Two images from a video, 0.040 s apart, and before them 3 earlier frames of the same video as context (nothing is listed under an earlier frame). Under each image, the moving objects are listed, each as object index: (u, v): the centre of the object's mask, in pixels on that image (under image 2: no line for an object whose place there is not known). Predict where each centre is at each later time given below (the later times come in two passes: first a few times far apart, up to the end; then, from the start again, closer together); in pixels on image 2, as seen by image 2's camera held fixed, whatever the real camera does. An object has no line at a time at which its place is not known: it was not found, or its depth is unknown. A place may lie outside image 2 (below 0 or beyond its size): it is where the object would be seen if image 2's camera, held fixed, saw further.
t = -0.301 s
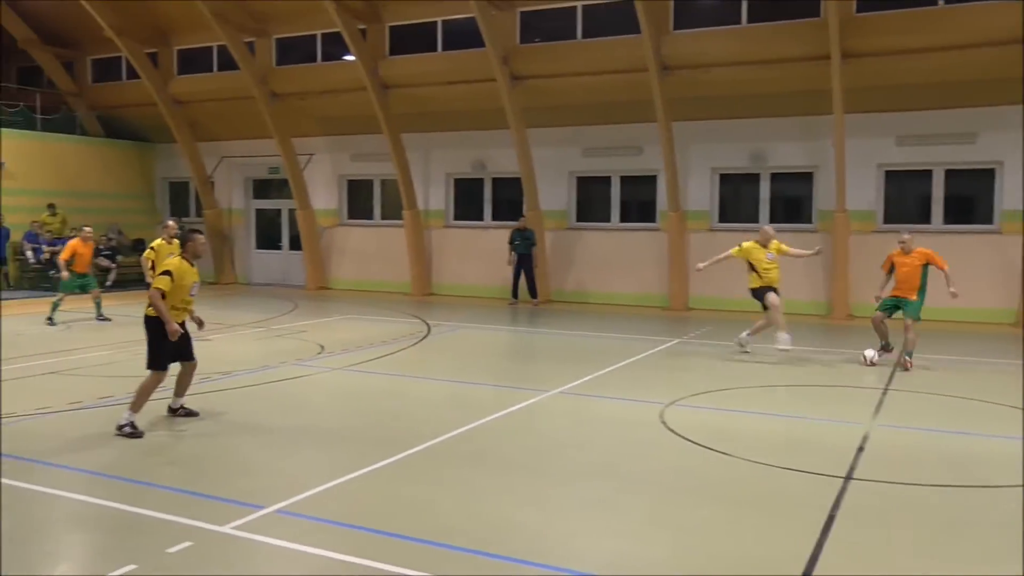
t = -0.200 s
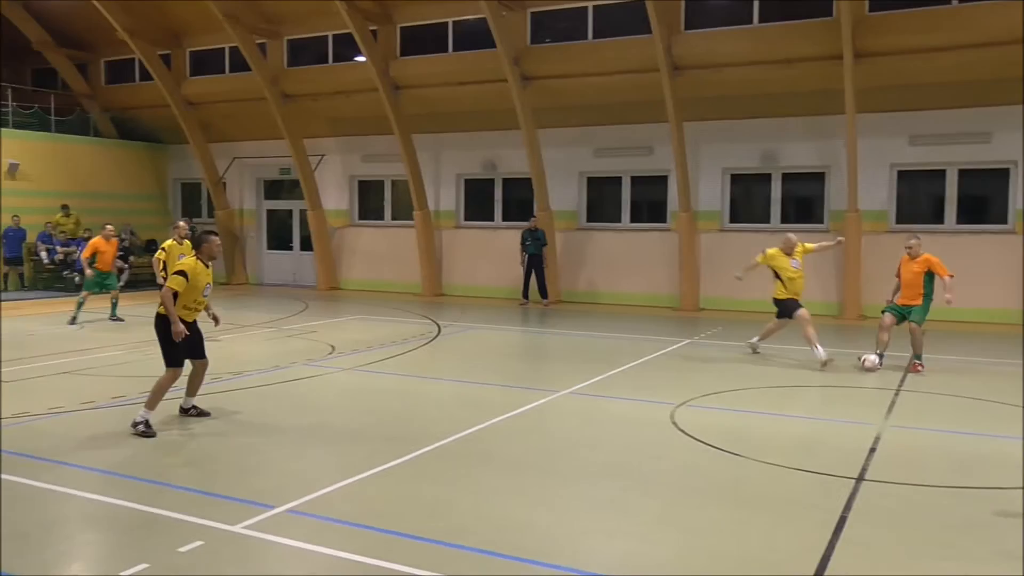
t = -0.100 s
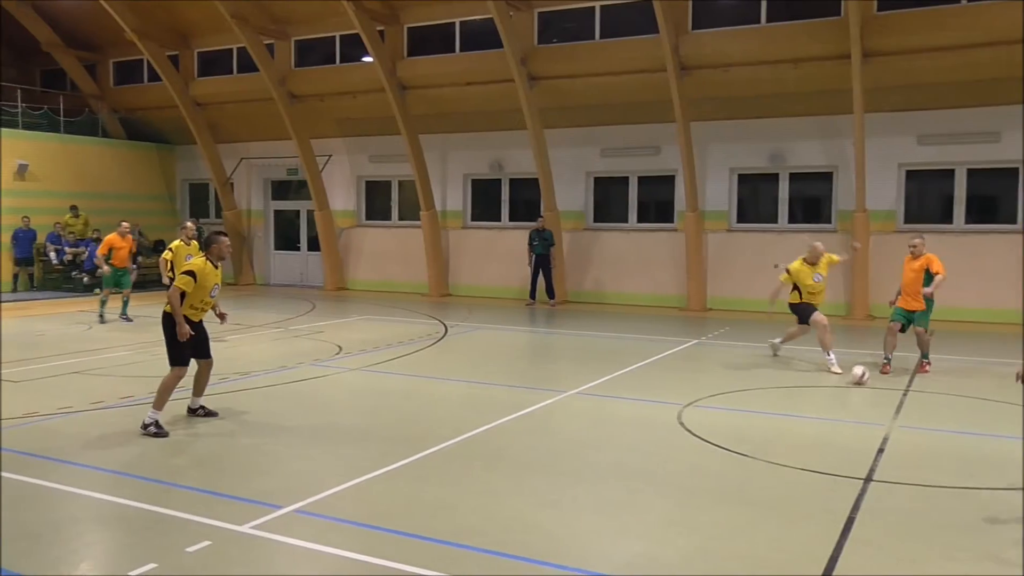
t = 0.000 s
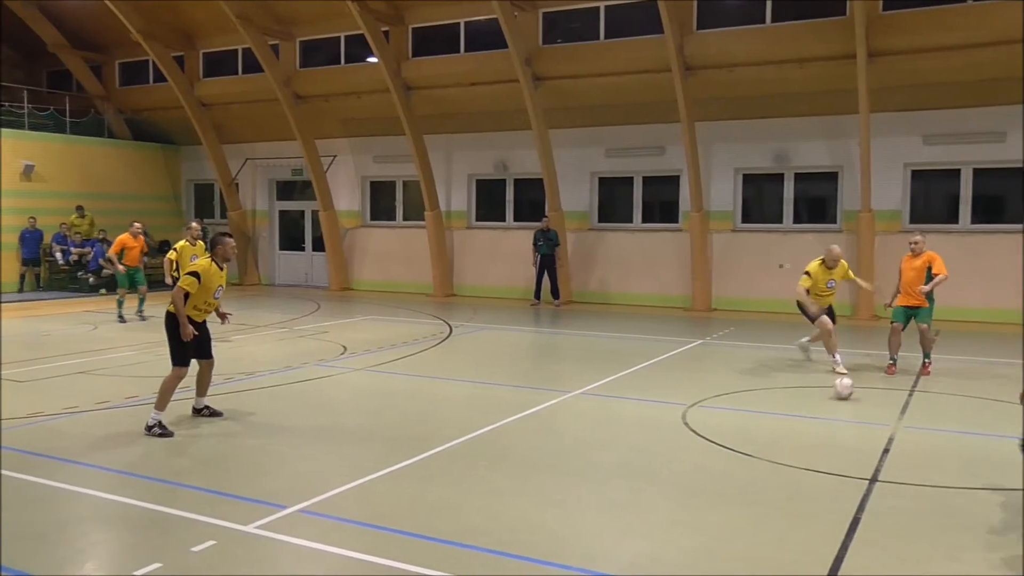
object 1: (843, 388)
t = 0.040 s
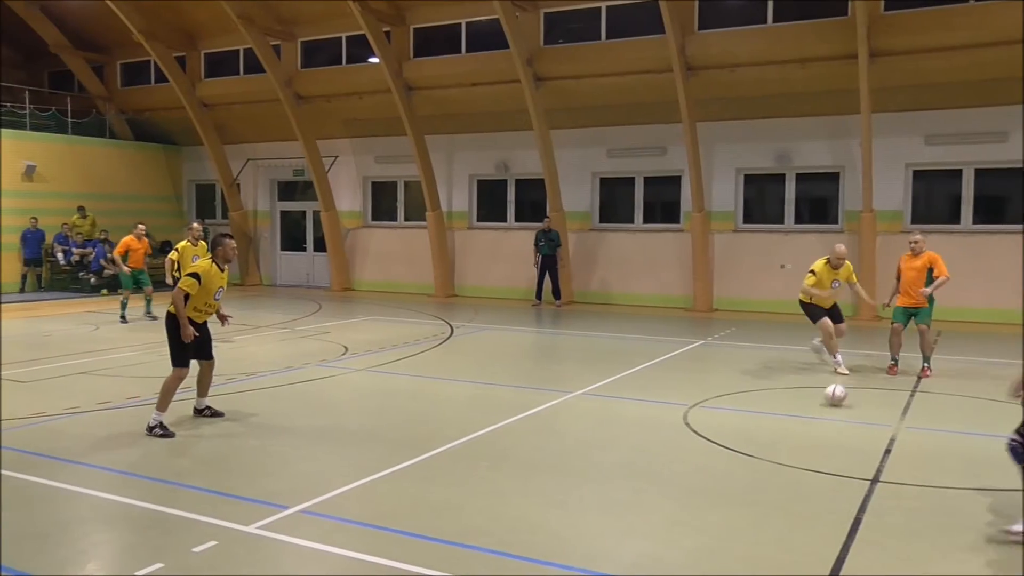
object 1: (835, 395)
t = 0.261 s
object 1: (778, 432)
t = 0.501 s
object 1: (694, 486)
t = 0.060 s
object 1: (831, 398)
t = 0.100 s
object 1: (821, 404)
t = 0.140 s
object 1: (811, 411)
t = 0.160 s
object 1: (806, 414)
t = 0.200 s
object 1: (795, 421)
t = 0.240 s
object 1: (783, 429)
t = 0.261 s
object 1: (778, 432)
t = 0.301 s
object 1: (765, 441)
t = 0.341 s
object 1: (752, 447)
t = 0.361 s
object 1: (745, 453)
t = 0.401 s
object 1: (732, 462)
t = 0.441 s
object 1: (716, 472)
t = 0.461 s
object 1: (709, 476)
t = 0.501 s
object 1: (694, 486)
